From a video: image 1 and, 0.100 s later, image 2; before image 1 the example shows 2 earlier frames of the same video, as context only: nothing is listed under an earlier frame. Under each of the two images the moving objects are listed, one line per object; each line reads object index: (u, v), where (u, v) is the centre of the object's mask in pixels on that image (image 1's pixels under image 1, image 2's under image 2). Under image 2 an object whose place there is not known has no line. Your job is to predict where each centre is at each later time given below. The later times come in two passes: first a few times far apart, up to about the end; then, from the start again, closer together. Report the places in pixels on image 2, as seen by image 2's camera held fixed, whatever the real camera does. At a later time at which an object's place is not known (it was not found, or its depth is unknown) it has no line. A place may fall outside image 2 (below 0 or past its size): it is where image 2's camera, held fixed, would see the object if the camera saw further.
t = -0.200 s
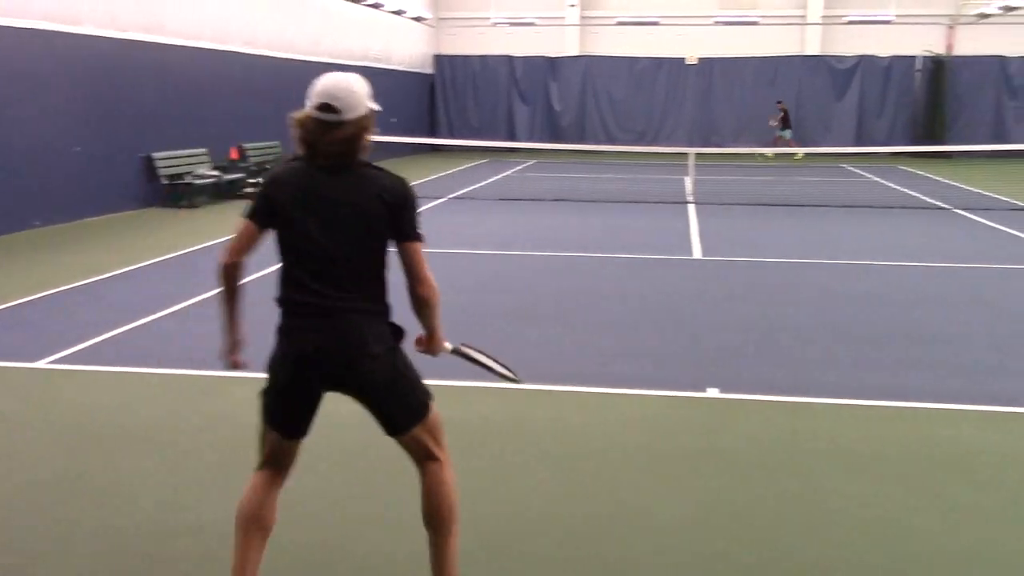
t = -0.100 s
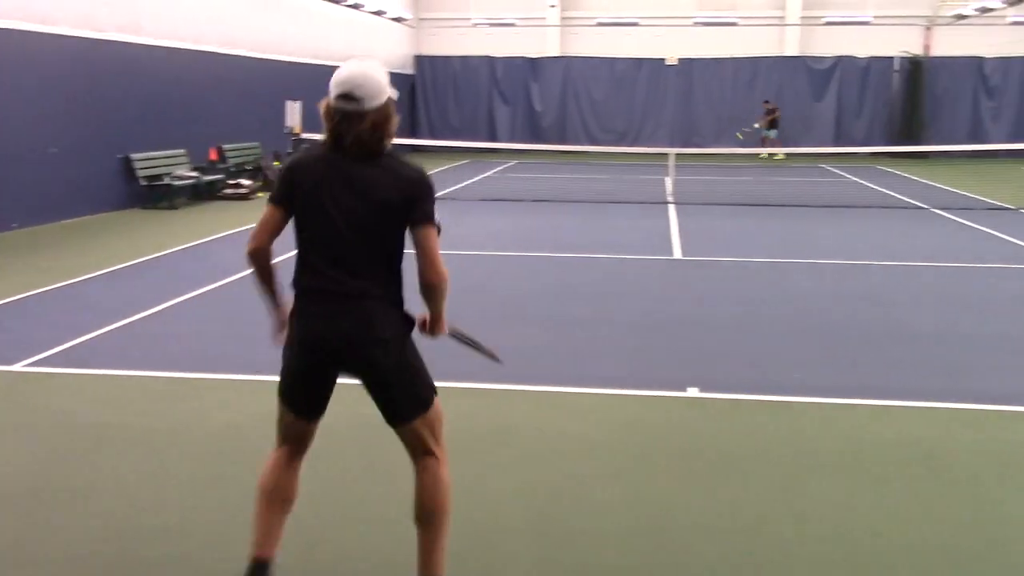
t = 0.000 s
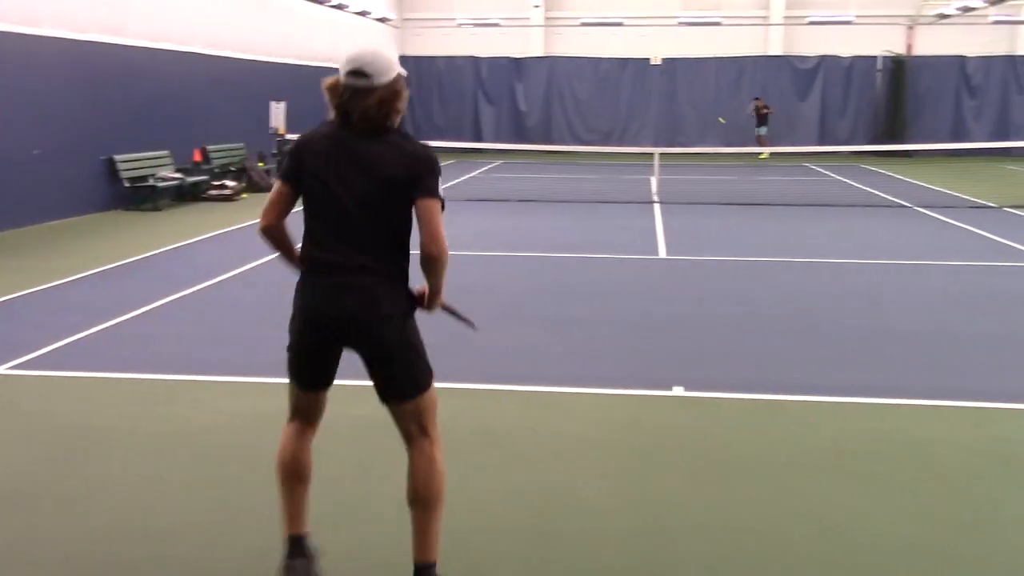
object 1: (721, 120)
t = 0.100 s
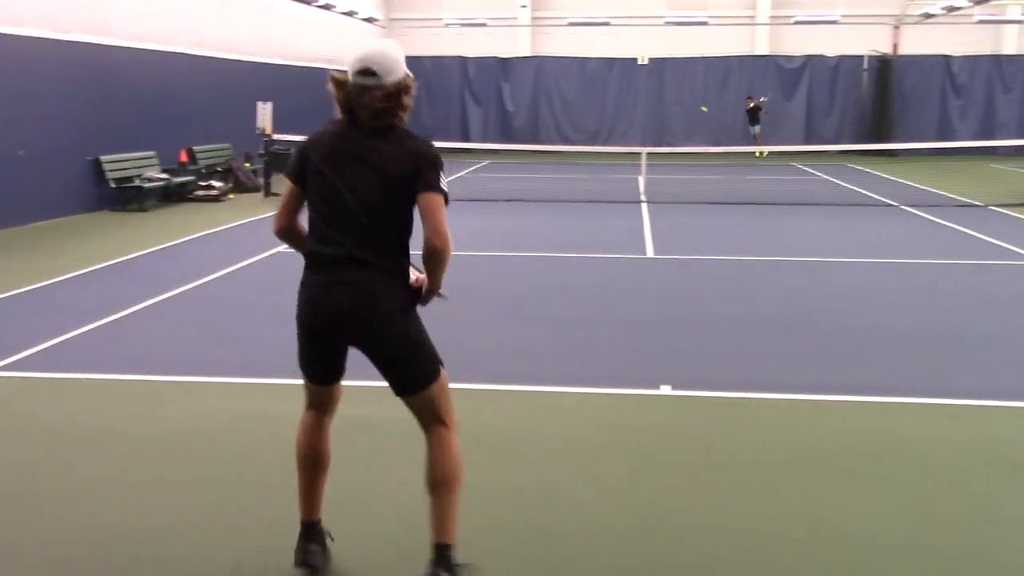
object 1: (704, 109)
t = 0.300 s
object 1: (690, 97)
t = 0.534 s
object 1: (663, 112)
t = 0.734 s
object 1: (626, 170)
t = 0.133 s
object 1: (702, 106)
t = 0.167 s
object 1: (699, 103)
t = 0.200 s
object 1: (697, 101)
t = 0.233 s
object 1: (695, 99)
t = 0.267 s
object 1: (693, 98)
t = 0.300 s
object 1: (690, 97)
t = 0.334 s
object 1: (687, 97)
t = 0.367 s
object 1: (684, 97)
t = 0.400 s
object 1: (680, 98)
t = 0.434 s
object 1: (676, 101)
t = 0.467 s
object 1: (672, 104)
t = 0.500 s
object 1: (668, 107)
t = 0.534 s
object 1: (663, 112)
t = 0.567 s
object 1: (659, 118)
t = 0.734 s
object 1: (626, 170)
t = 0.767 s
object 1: (618, 187)
